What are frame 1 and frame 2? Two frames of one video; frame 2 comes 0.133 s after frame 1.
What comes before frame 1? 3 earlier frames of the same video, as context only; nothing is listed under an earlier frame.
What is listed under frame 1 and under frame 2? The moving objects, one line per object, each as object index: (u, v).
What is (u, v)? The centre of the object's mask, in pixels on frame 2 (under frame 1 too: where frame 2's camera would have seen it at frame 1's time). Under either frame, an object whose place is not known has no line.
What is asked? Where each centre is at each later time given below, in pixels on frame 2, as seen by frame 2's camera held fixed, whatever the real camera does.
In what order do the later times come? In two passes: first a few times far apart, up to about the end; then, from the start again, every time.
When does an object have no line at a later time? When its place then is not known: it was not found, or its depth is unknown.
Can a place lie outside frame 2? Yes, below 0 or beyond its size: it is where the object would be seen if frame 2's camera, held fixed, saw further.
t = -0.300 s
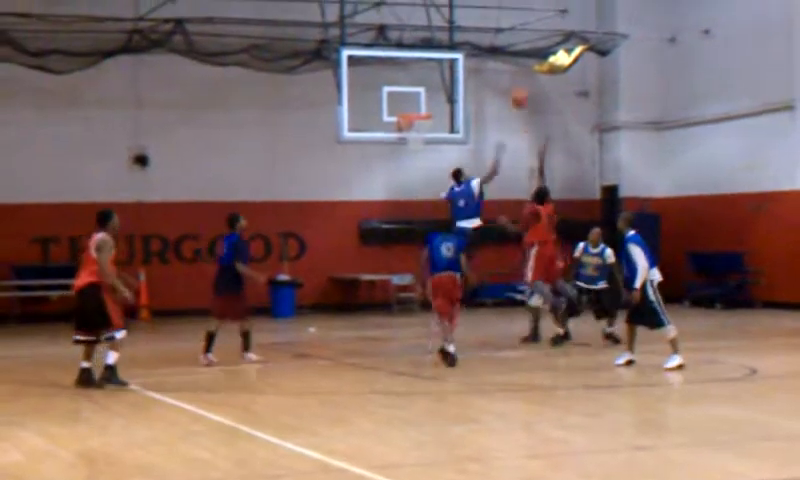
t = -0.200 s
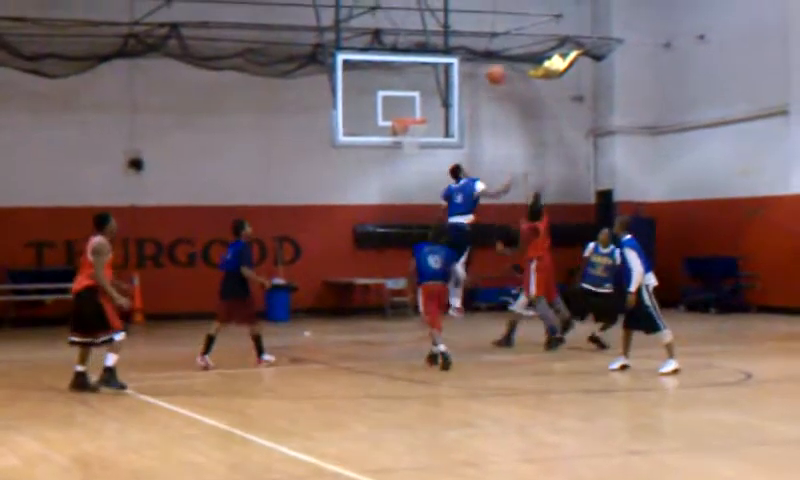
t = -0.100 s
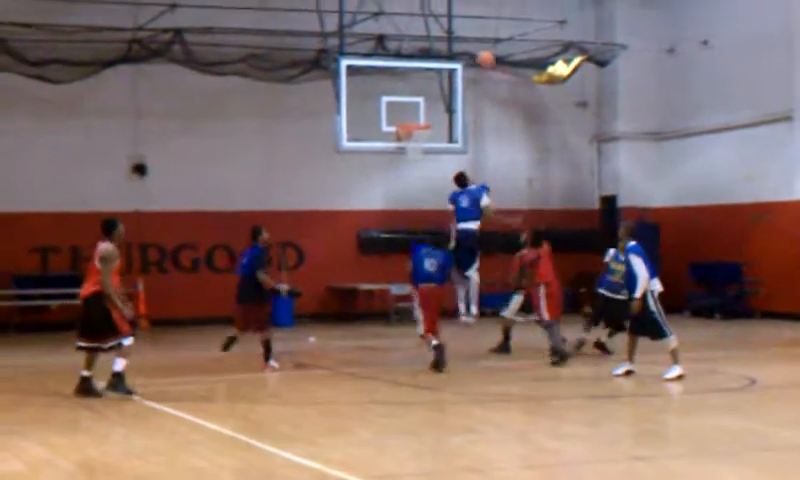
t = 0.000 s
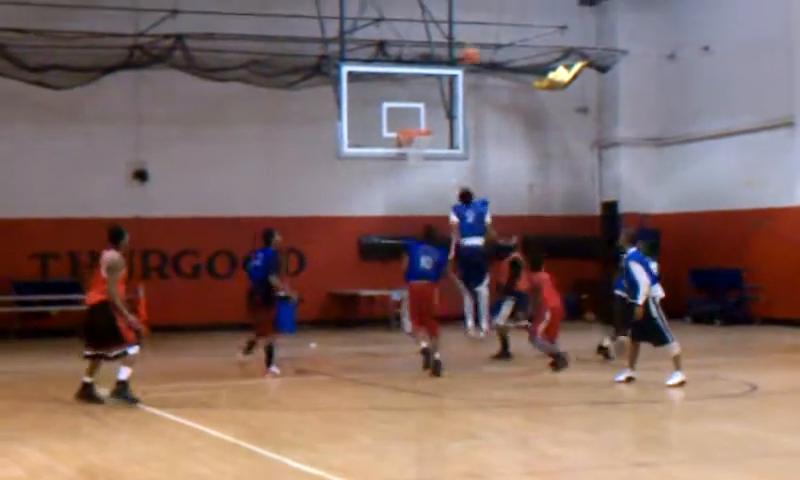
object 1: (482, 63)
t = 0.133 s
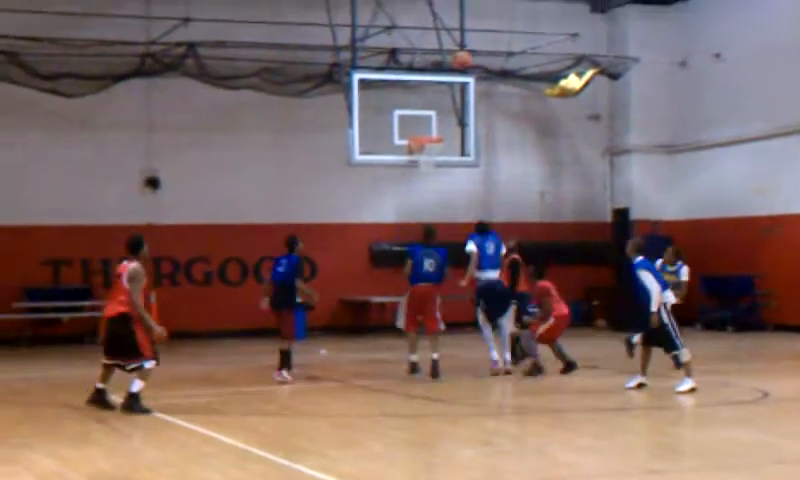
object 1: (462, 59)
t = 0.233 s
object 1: (451, 64)
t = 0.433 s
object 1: (421, 102)
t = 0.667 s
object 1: (401, 110)
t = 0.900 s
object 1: (395, 92)
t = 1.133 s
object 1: (380, 111)
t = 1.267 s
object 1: (373, 145)
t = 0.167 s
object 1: (457, 60)
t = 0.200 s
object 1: (456, 61)
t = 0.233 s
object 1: (451, 64)
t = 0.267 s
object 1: (441, 71)
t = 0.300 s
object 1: (438, 75)
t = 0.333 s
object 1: (433, 81)
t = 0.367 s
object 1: (427, 88)
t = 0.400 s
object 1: (426, 93)
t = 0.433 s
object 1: (421, 102)
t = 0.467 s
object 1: (416, 112)
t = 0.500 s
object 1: (410, 120)
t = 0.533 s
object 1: (408, 121)
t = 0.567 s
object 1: (406, 123)
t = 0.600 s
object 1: (406, 123)
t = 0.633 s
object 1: (405, 115)
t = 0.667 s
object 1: (401, 110)
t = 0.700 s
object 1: (400, 106)
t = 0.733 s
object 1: (399, 99)
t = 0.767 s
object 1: (399, 99)
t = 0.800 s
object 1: (396, 96)
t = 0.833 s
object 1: (396, 94)
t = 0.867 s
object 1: (395, 92)
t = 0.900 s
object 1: (395, 92)
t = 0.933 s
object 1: (391, 92)
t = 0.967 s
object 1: (390, 93)
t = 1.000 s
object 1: (388, 95)
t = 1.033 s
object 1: (385, 99)
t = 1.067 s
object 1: (382, 103)
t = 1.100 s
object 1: (381, 107)
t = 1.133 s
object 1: (380, 111)
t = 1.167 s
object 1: (379, 119)
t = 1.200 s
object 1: (378, 127)
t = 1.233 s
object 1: (374, 136)
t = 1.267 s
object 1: (373, 145)
